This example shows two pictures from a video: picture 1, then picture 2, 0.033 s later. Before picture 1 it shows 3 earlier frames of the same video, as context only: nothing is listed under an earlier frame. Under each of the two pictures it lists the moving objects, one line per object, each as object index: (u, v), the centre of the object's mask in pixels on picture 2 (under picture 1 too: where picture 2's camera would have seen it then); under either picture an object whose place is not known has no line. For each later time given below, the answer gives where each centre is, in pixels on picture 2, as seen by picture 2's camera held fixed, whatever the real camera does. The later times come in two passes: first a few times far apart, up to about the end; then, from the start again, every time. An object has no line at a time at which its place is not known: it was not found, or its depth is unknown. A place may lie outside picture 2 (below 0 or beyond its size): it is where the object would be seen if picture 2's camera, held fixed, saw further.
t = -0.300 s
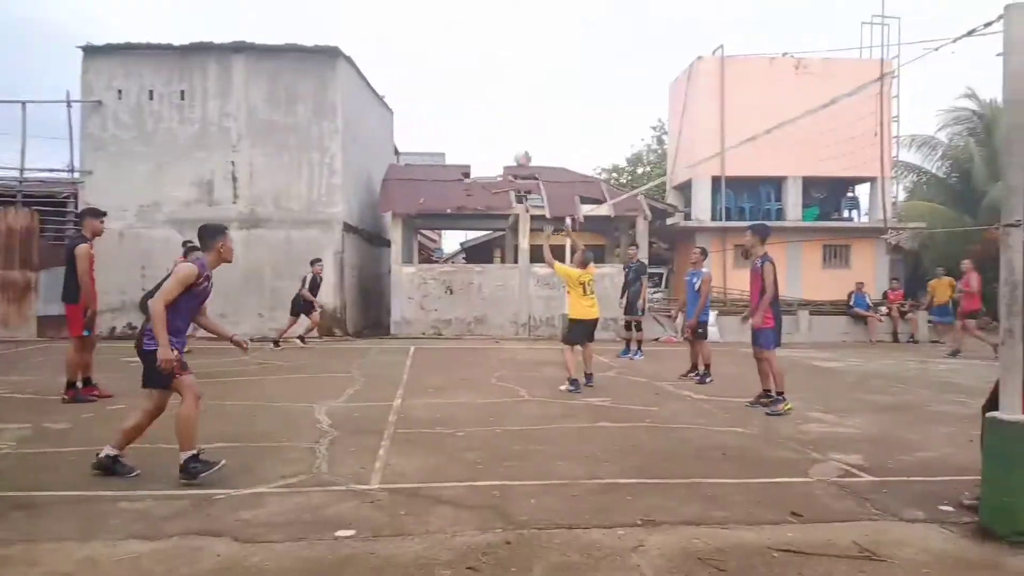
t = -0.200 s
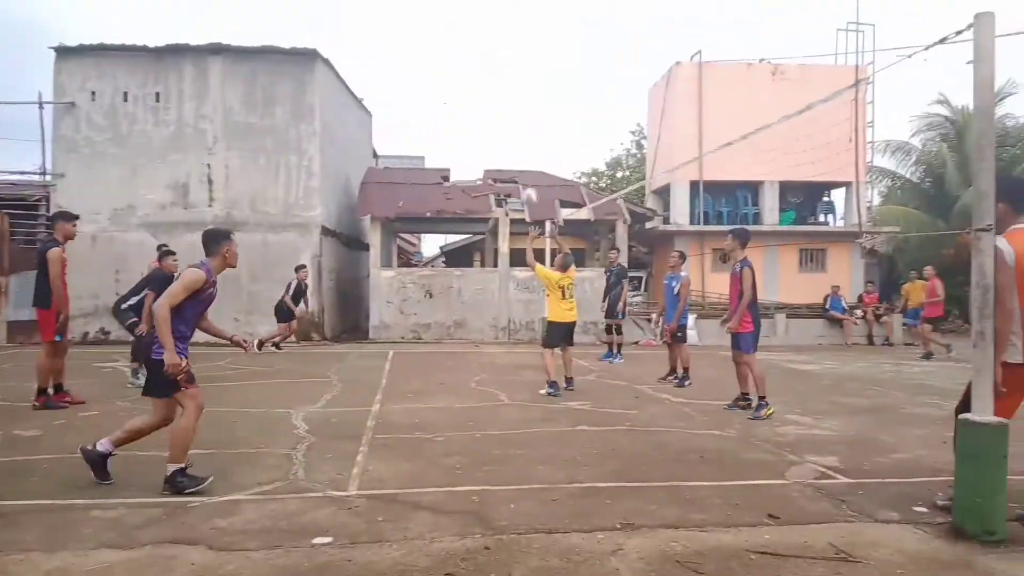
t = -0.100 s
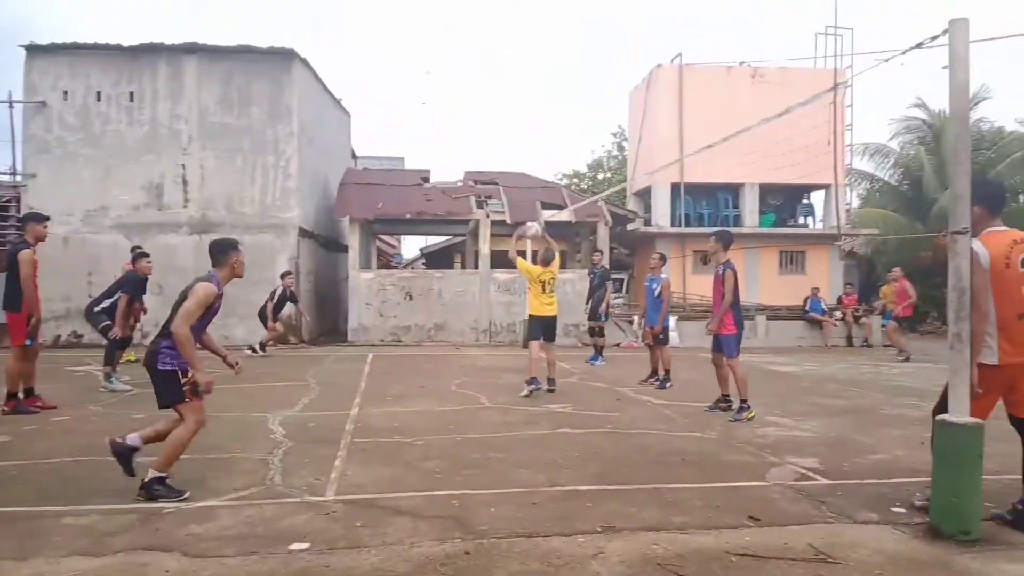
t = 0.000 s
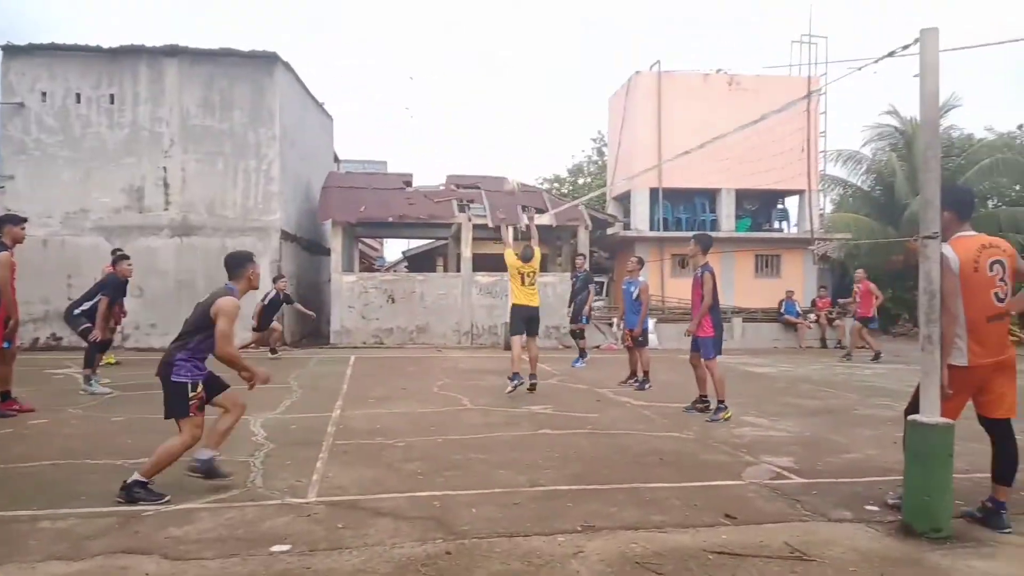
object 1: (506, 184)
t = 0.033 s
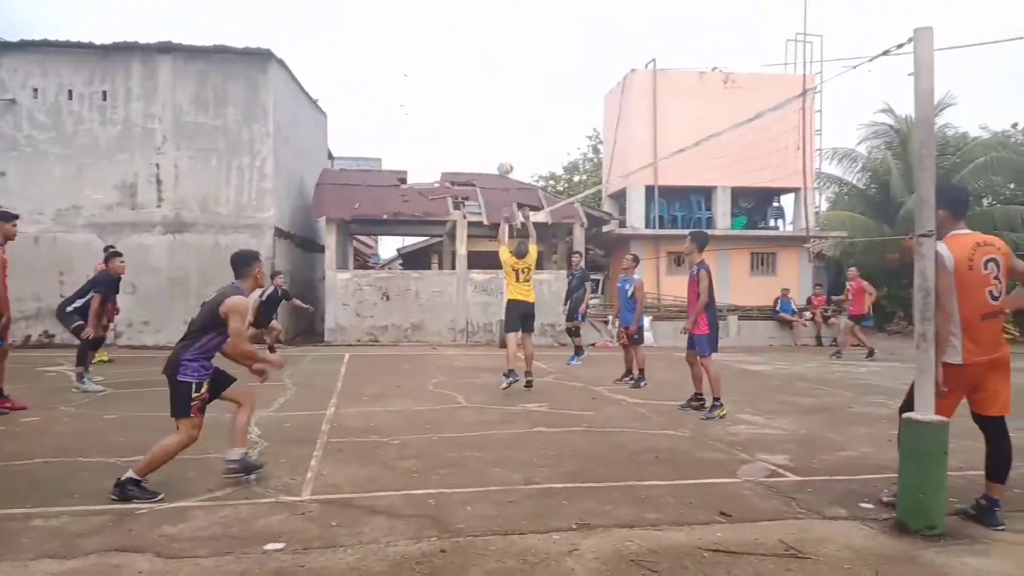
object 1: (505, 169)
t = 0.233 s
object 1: (501, 104)
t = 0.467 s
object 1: (495, 72)
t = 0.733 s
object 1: (490, 84)
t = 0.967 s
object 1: (486, 127)
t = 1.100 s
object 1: (484, 165)
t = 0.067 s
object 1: (504, 155)
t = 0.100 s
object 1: (503, 142)
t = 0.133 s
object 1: (503, 130)
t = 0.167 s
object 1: (502, 120)
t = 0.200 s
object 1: (501, 111)
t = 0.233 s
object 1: (501, 104)
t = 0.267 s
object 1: (500, 96)
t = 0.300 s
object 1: (499, 89)
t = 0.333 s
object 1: (498, 84)
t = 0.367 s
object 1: (497, 80)
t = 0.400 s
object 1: (496, 77)
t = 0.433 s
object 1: (495, 74)
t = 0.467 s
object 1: (495, 72)
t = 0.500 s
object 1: (495, 70)
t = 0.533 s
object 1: (494, 70)
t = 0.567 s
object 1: (493, 70)
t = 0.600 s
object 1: (492, 72)
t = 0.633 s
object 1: (491, 74)
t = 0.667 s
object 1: (490, 76)
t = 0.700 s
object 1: (490, 79)
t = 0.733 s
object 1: (490, 84)
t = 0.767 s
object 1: (490, 89)
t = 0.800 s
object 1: (489, 93)
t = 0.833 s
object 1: (489, 99)
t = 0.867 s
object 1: (488, 105)
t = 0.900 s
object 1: (487, 112)
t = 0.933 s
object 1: (486, 120)
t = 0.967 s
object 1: (486, 127)
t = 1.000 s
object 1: (485, 136)
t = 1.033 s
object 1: (485, 146)
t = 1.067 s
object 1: (484, 156)
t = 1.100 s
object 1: (484, 165)
